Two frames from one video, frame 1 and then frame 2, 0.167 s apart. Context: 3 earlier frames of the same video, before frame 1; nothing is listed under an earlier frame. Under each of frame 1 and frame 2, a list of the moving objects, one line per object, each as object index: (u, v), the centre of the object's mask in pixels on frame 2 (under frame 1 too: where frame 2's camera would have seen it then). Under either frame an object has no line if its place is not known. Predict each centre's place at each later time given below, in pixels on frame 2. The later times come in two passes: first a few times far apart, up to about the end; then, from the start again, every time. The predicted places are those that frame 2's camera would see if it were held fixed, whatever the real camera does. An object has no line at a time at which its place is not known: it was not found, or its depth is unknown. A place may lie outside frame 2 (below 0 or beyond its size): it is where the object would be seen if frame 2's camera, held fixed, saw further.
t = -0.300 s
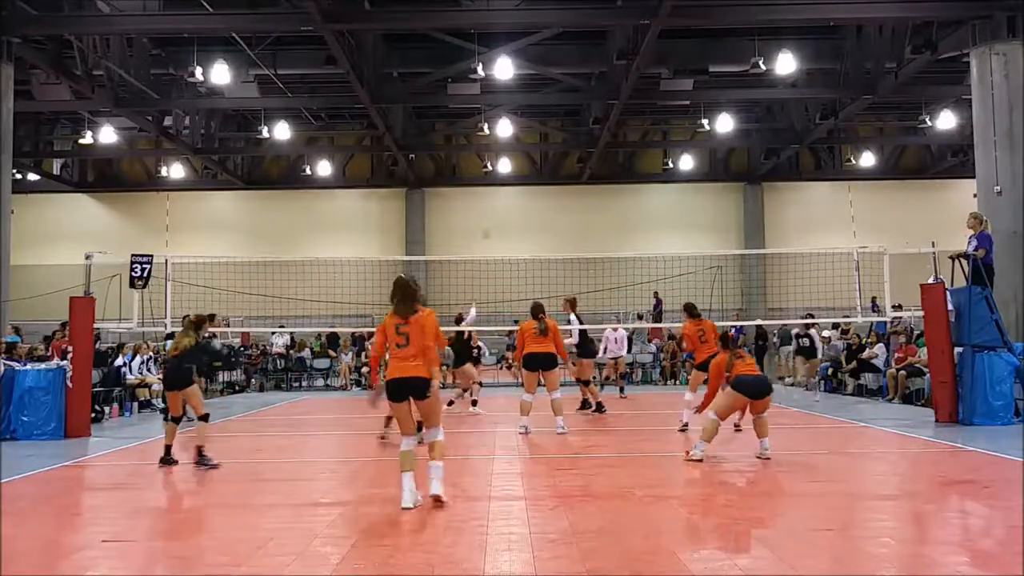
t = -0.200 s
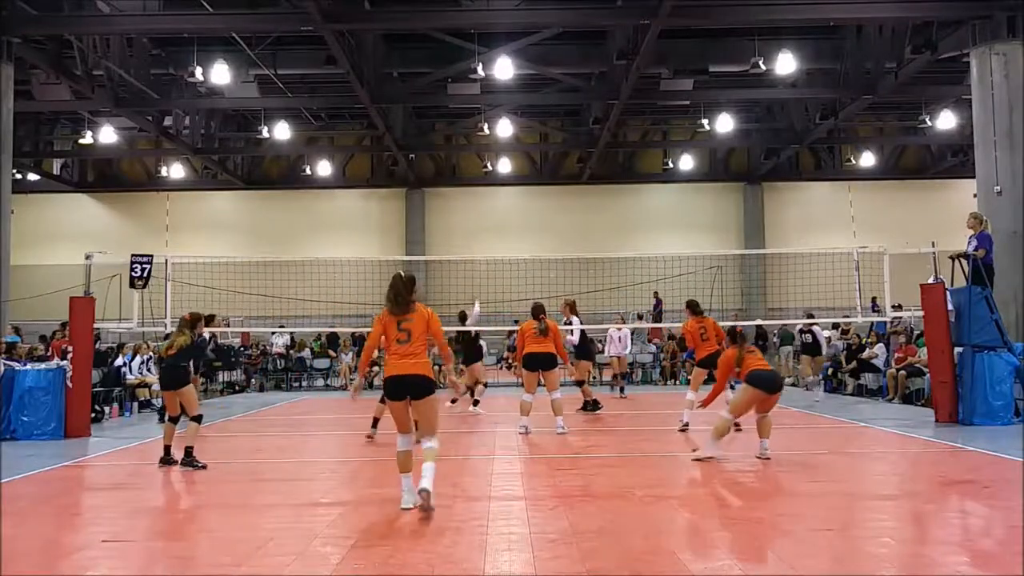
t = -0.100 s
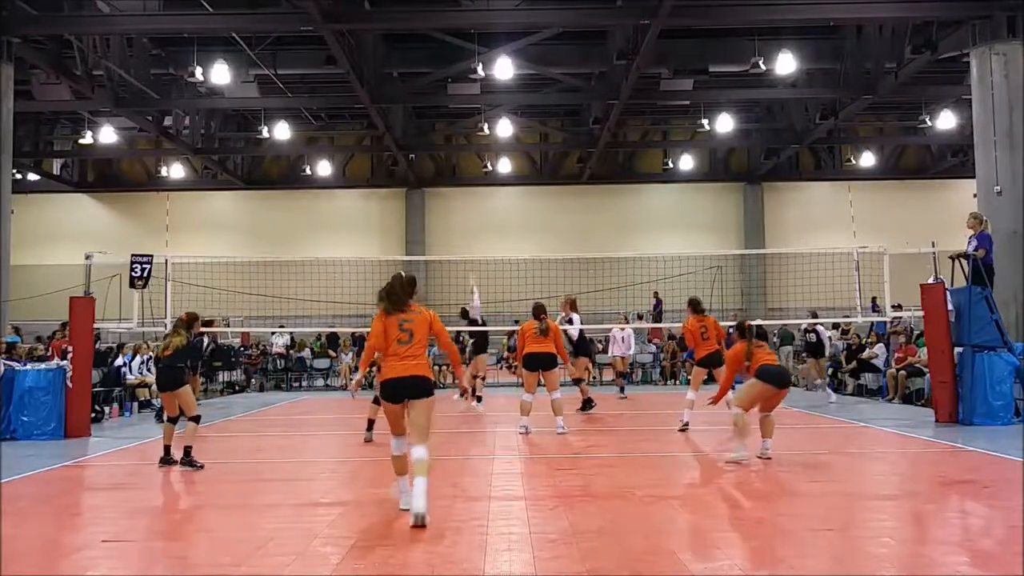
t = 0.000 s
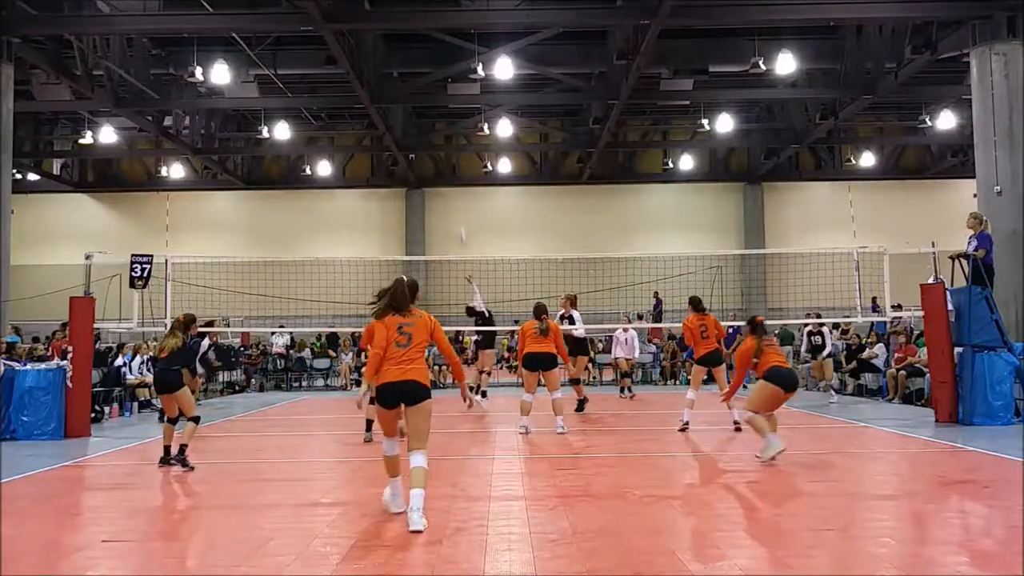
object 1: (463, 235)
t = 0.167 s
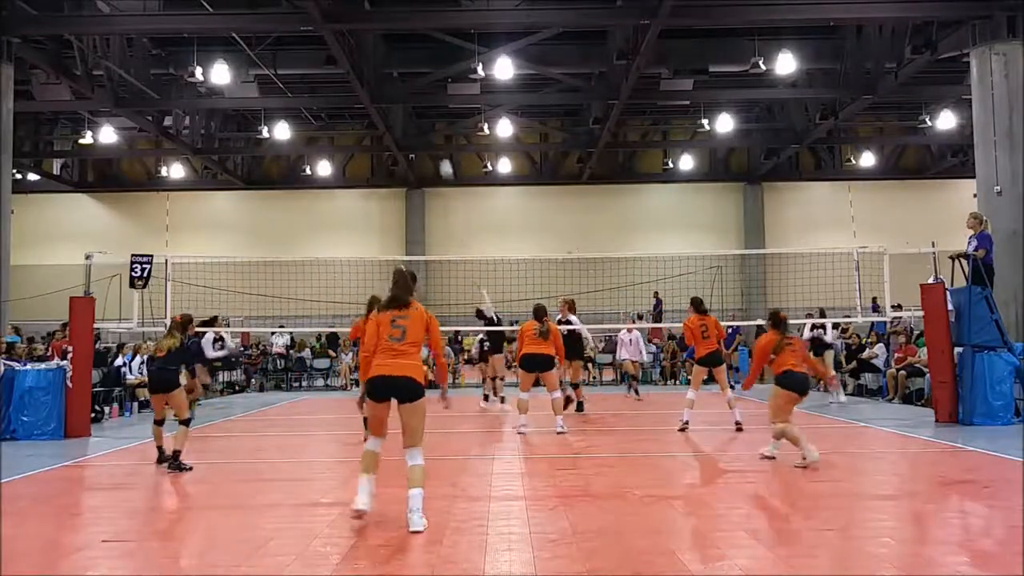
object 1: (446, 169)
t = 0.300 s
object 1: (434, 129)
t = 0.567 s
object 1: (411, 80)
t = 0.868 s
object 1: (386, 77)
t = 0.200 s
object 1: (443, 159)
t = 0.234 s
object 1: (440, 148)
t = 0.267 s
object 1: (437, 139)
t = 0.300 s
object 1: (434, 129)
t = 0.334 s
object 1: (431, 121)
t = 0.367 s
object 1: (428, 113)
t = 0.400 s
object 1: (426, 106)
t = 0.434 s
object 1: (423, 99)
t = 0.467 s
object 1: (420, 94)
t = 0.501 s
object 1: (417, 89)
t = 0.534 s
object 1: (414, 85)
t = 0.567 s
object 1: (411, 80)
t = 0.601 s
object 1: (408, 77)
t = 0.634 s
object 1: (406, 75)
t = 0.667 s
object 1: (403, 73)
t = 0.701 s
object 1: (400, 72)
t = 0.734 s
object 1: (397, 72)
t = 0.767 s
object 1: (395, 72)
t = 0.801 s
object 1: (391, 73)
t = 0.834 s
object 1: (389, 75)
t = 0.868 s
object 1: (386, 77)
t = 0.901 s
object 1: (383, 80)
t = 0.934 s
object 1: (380, 84)
